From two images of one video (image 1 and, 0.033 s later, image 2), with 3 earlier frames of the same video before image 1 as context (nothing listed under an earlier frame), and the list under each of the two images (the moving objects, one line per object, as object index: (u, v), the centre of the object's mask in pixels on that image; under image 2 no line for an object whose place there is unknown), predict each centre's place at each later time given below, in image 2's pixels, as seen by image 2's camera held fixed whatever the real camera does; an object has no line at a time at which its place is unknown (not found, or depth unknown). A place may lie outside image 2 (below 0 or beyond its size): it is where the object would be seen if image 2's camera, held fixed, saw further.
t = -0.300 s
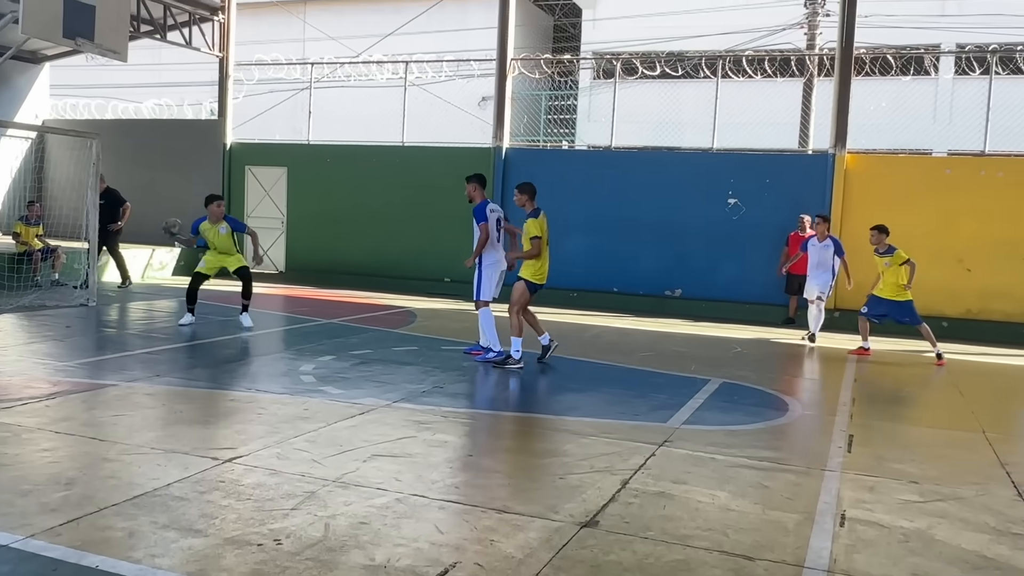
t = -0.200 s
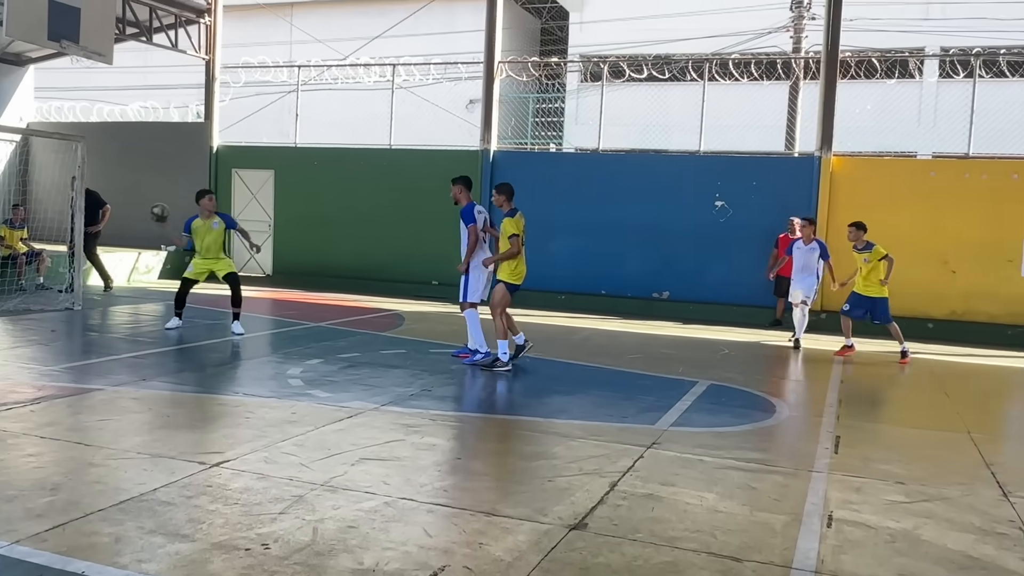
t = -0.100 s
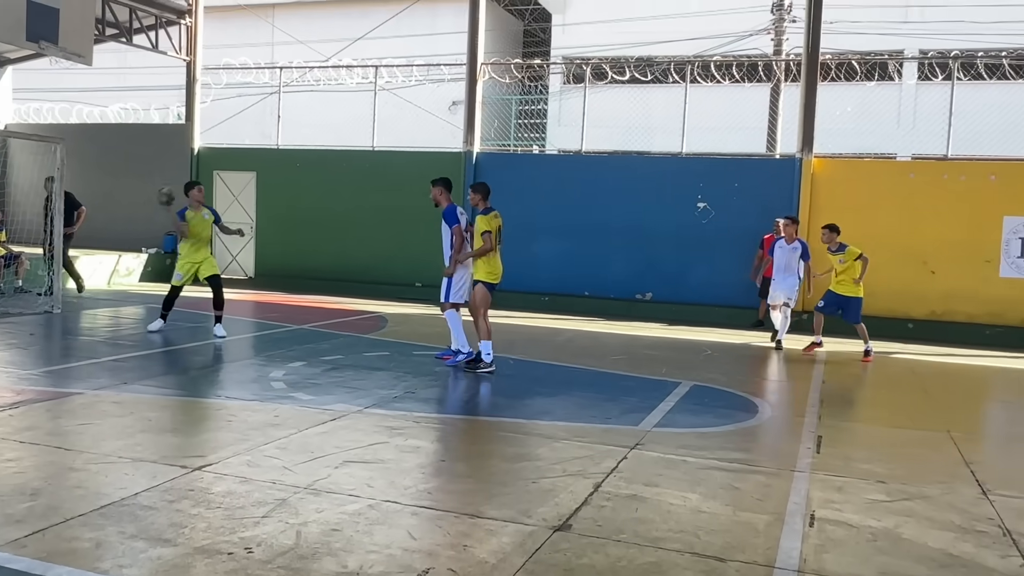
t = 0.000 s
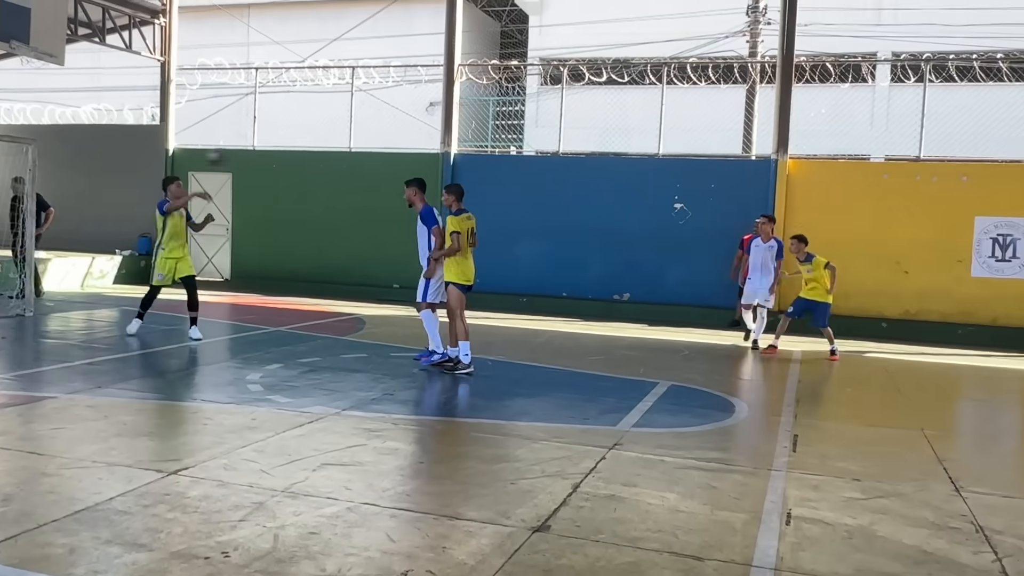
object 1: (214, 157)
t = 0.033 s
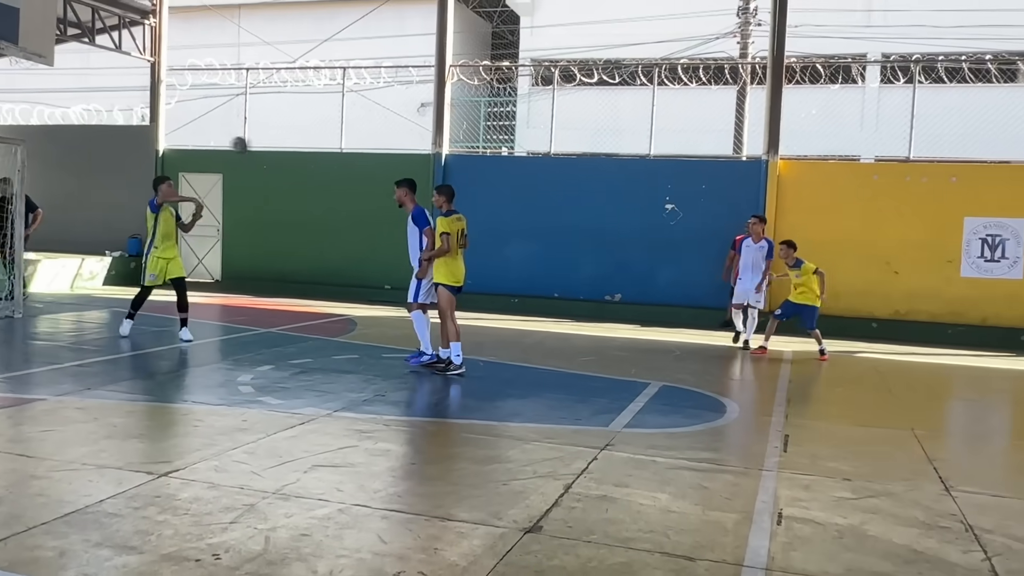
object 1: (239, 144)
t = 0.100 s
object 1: (305, 124)
